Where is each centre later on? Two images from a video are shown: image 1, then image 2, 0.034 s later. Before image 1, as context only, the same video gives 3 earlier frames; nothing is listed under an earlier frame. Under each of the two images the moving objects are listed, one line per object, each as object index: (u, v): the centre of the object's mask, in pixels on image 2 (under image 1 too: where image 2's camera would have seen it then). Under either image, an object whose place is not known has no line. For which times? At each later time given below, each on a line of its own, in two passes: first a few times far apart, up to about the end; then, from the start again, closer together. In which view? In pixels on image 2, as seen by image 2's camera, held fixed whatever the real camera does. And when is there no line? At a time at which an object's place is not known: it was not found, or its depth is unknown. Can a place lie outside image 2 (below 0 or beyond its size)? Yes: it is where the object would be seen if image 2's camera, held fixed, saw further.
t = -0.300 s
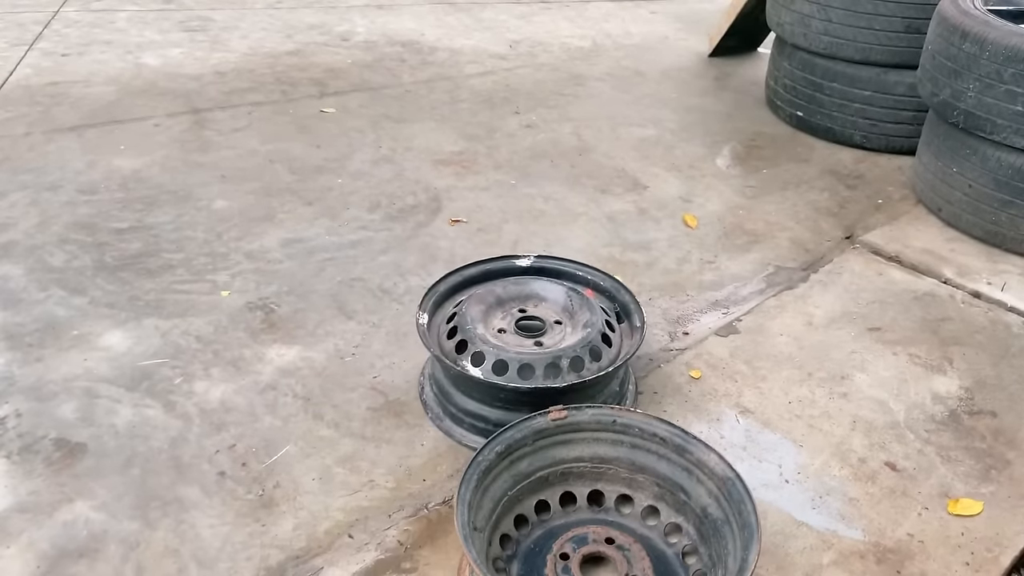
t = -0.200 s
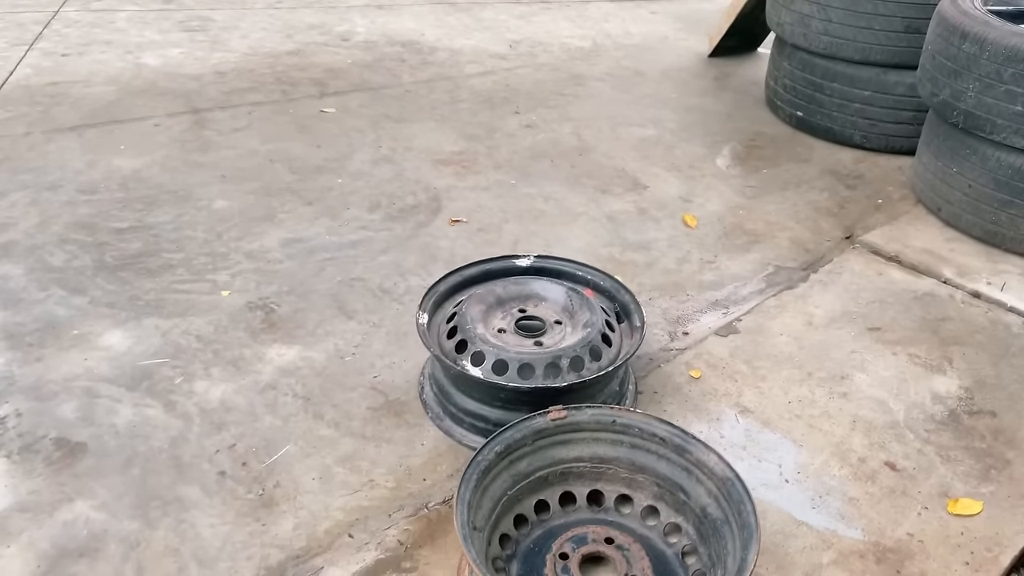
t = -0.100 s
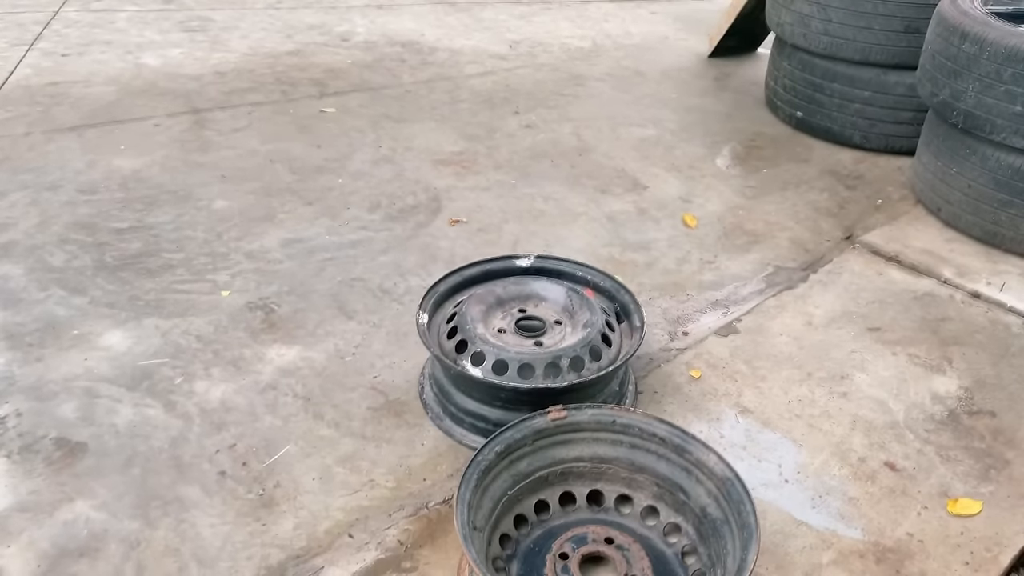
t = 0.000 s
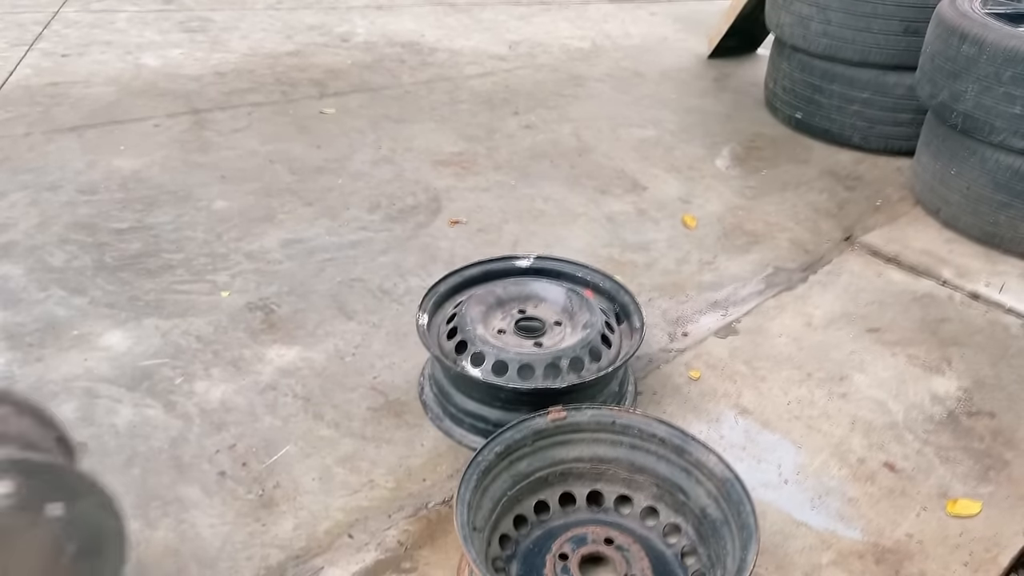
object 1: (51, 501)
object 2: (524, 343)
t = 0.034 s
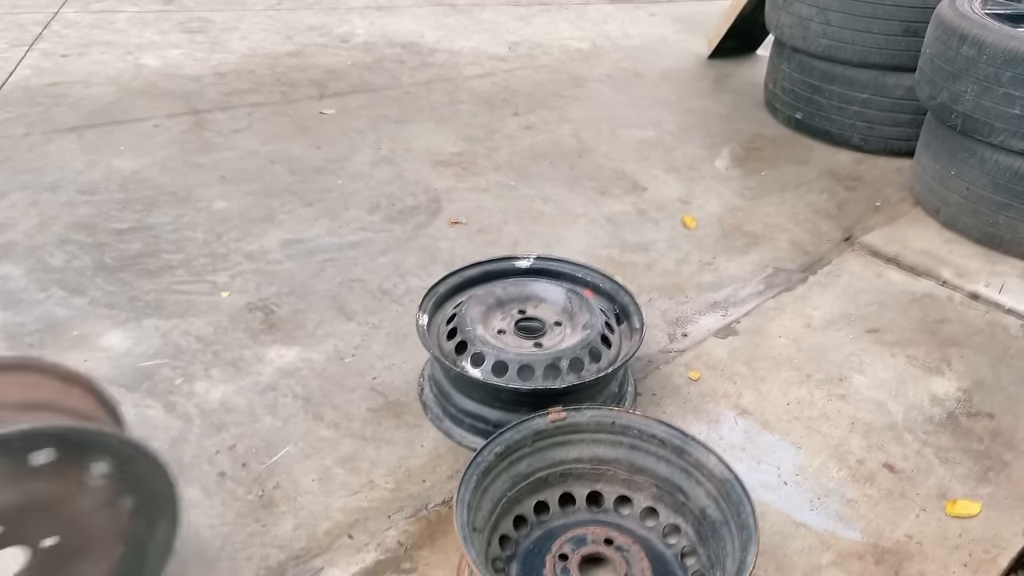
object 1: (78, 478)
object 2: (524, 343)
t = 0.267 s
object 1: (236, 411)
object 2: (524, 344)
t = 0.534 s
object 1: (347, 362)
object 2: (553, 324)
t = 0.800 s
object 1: (386, 367)
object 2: (564, 322)
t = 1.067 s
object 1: (460, 413)
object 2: (557, 300)
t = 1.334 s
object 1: (453, 416)
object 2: (557, 302)
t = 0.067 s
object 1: (93, 470)
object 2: (524, 343)
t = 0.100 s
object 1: (108, 460)
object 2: (524, 344)
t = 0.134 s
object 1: (124, 453)
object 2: (524, 344)
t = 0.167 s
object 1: (140, 446)
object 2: (524, 344)
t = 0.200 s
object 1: (174, 434)
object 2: (524, 344)
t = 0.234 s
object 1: (205, 424)
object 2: (524, 344)
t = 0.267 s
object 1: (236, 411)
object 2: (524, 344)
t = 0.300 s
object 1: (266, 397)
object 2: (524, 344)
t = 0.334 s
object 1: (294, 384)
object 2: (530, 343)
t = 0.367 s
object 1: (326, 372)
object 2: (545, 338)
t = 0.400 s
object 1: (329, 366)
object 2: (548, 334)
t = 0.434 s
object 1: (332, 367)
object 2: (549, 331)
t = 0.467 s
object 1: (336, 366)
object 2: (549, 328)
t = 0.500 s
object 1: (342, 363)
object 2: (552, 326)
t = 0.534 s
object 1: (347, 362)
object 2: (553, 324)
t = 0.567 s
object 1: (351, 362)
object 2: (555, 323)
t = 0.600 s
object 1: (355, 362)
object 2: (557, 322)
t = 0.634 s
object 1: (359, 362)
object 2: (558, 322)
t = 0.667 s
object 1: (363, 363)
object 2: (559, 322)
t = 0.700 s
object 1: (369, 364)
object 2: (560, 322)
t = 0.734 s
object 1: (374, 365)
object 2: (562, 322)
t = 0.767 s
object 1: (380, 366)
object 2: (563, 322)
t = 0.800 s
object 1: (386, 367)
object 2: (564, 322)
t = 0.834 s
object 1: (393, 369)
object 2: (566, 322)
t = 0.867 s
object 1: (405, 374)
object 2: (568, 323)
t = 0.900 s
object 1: (416, 378)
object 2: (567, 321)
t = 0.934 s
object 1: (435, 394)
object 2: (563, 309)
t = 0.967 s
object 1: (450, 408)
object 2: (558, 302)
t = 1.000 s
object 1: (459, 411)
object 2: (555, 300)
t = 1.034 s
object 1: (461, 409)
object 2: (558, 302)
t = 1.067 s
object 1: (460, 413)
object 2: (557, 300)
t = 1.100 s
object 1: (458, 415)
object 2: (556, 301)
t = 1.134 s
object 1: (455, 416)
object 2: (556, 301)
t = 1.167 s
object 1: (454, 416)
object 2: (556, 302)
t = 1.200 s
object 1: (453, 416)
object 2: (557, 302)
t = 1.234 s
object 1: (452, 416)
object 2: (557, 302)
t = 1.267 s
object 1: (453, 416)
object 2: (557, 302)
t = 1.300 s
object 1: (453, 416)
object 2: (557, 302)
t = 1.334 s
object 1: (453, 416)
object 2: (557, 302)
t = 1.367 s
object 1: (453, 416)
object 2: (557, 302)
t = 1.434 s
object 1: (453, 416)
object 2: (557, 302)
